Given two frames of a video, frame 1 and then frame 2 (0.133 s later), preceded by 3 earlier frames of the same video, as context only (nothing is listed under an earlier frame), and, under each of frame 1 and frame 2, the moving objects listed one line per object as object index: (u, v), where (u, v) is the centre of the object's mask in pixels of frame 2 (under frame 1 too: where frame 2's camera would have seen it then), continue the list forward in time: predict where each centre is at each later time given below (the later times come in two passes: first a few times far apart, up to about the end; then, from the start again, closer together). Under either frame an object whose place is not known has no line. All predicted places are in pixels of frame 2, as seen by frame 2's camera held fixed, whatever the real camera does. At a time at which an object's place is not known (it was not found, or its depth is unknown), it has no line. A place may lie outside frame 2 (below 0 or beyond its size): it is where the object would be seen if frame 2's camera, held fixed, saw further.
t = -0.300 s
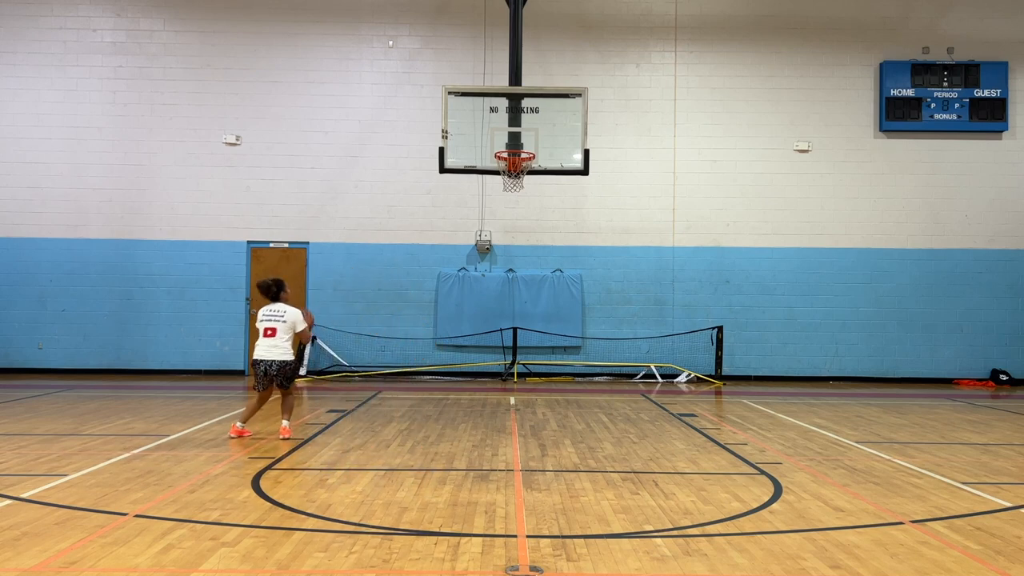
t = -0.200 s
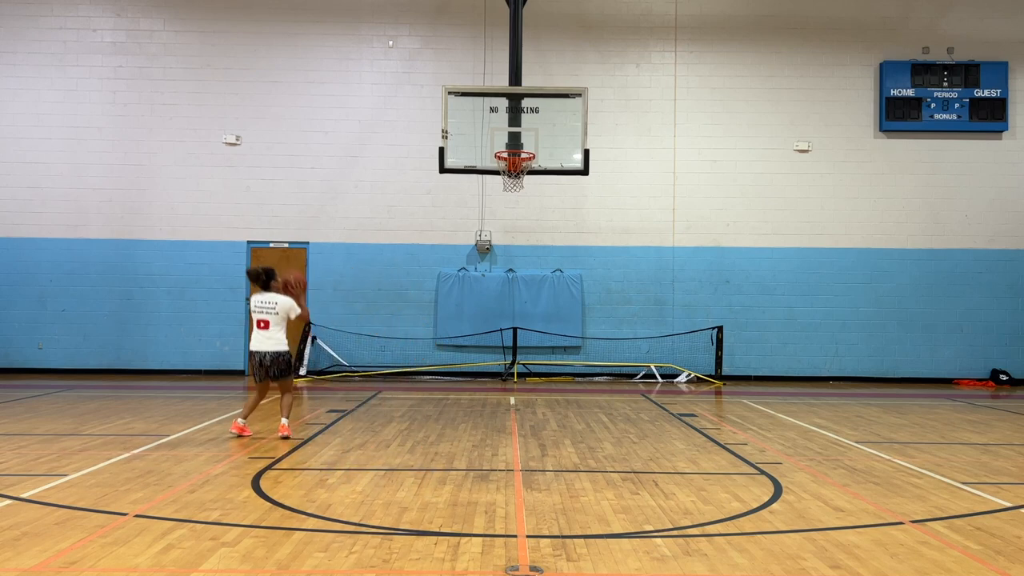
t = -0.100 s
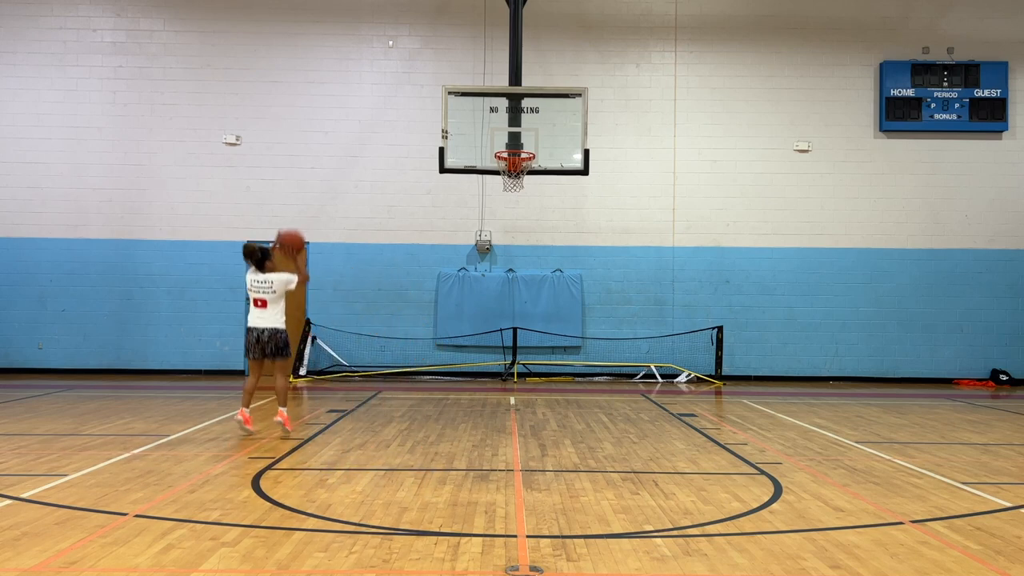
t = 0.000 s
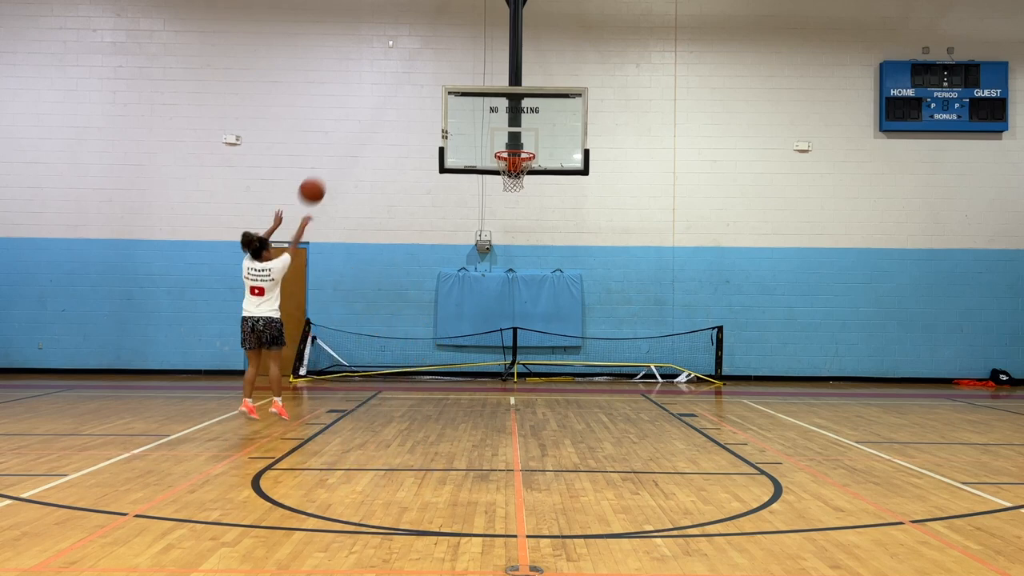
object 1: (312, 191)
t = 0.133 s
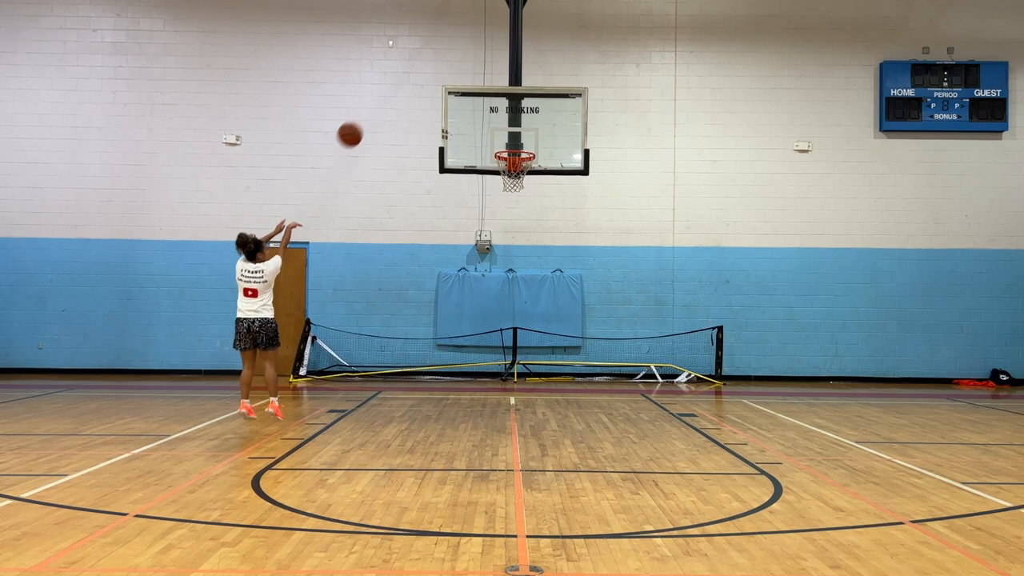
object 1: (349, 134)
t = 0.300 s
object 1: (392, 93)
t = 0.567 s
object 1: (450, 85)
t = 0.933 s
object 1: (516, 165)
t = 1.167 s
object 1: (529, 184)
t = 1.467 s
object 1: (536, 248)
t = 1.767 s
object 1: (543, 382)
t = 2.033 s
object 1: (535, 315)
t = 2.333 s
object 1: (526, 279)
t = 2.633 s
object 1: (515, 314)
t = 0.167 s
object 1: (358, 124)
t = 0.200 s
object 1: (367, 114)
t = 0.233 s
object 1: (375, 106)
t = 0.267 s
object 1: (384, 99)
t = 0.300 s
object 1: (392, 93)
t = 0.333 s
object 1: (400, 88)
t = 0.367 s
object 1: (408, 85)
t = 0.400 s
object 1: (415, 83)
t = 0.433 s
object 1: (423, 81)
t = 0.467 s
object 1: (430, 81)
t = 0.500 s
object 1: (437, 81)
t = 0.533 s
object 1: (444, 83)
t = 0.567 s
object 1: (450, 85)
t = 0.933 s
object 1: (516, 165)
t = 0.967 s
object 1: (521, 174)
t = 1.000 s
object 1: (524, 176)
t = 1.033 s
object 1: (524, 178)
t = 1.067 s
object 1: (525, 178)
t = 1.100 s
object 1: (526, 179)
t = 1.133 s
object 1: (527, 181)
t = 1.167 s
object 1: (529, 184)
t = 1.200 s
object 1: (529, 187)
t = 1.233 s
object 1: (530, 192)
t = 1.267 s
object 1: (531, 197)
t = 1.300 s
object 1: (532, 204)
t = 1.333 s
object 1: (532, 211)
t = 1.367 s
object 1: (533, 219)
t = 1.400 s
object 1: (534, 228)
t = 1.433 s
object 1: (535, 238)
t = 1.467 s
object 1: (536, 248)
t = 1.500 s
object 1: (536, 260)
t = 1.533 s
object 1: (537, 272)
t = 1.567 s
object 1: (538, 285)
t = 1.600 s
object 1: (539, 299)
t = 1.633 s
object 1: (540, 314)
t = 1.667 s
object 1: (540, 330)
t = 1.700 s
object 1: (541, 346)
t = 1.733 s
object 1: (542, 365)
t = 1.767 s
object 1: (543, 382)
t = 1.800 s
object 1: (543, 391)
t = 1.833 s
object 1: (542, 378)
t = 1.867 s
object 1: (541, 367)
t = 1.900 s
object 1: (540, 354)
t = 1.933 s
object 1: (539, 343)
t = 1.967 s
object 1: (538, 333)
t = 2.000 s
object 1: (537, 324)
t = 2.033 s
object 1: (535, 315)
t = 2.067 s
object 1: (534, 308)
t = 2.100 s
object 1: (533, 301)
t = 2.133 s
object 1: (532, 296)
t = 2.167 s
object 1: (531, 291)
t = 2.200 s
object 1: (530, 287)
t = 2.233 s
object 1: (529, 283)
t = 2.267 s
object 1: (528, 281)
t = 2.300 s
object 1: (527, 279)
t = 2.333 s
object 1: (526, 279)
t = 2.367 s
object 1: (525, 279)
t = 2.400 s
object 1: (524, 280)
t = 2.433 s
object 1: (522, 282)
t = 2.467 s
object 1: (521, 285)
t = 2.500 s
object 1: (520, 289)
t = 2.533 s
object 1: (519, 294)
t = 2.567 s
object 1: (518, 299)
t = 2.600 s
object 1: (517, 306)
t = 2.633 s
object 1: (515, 314)
